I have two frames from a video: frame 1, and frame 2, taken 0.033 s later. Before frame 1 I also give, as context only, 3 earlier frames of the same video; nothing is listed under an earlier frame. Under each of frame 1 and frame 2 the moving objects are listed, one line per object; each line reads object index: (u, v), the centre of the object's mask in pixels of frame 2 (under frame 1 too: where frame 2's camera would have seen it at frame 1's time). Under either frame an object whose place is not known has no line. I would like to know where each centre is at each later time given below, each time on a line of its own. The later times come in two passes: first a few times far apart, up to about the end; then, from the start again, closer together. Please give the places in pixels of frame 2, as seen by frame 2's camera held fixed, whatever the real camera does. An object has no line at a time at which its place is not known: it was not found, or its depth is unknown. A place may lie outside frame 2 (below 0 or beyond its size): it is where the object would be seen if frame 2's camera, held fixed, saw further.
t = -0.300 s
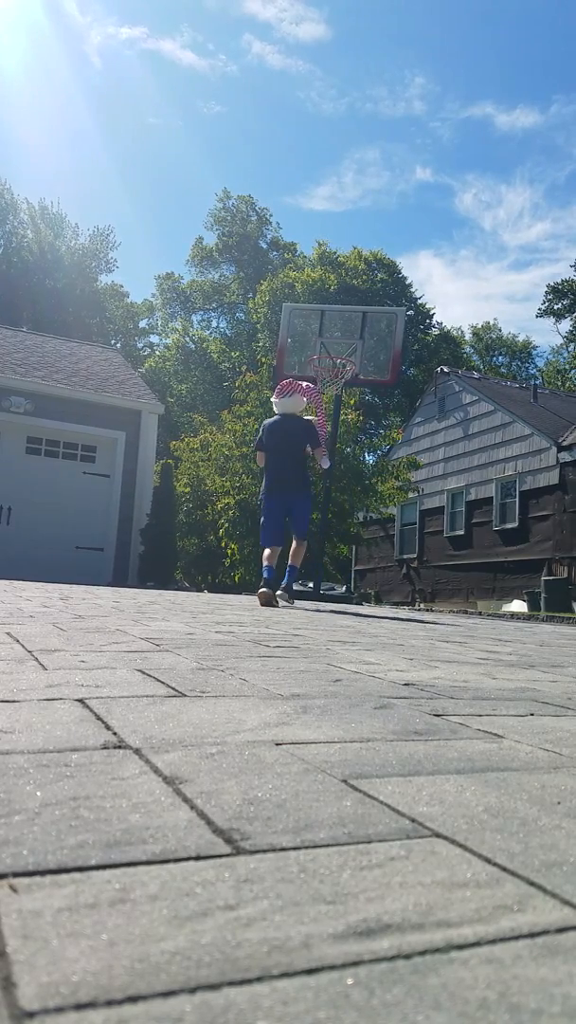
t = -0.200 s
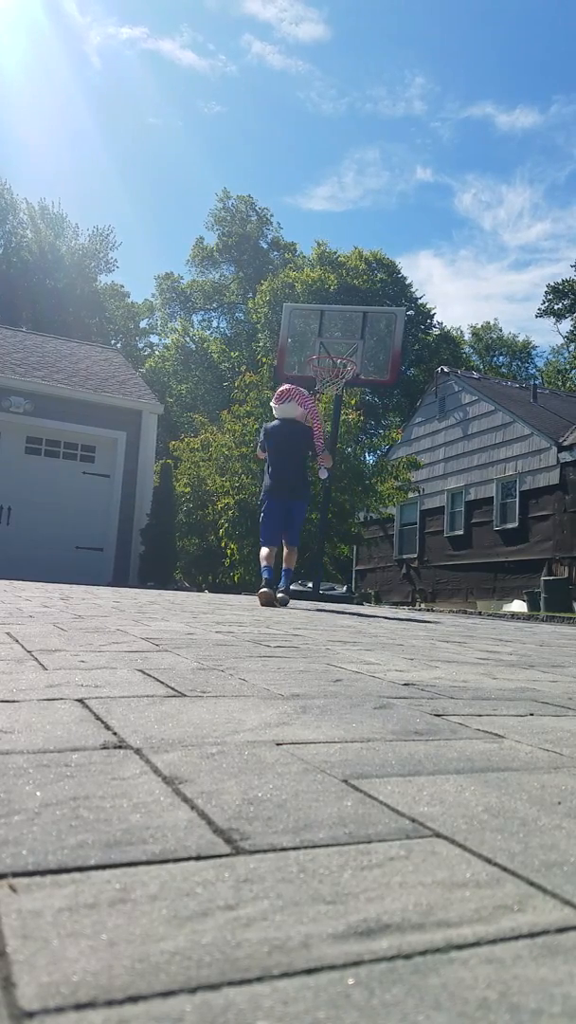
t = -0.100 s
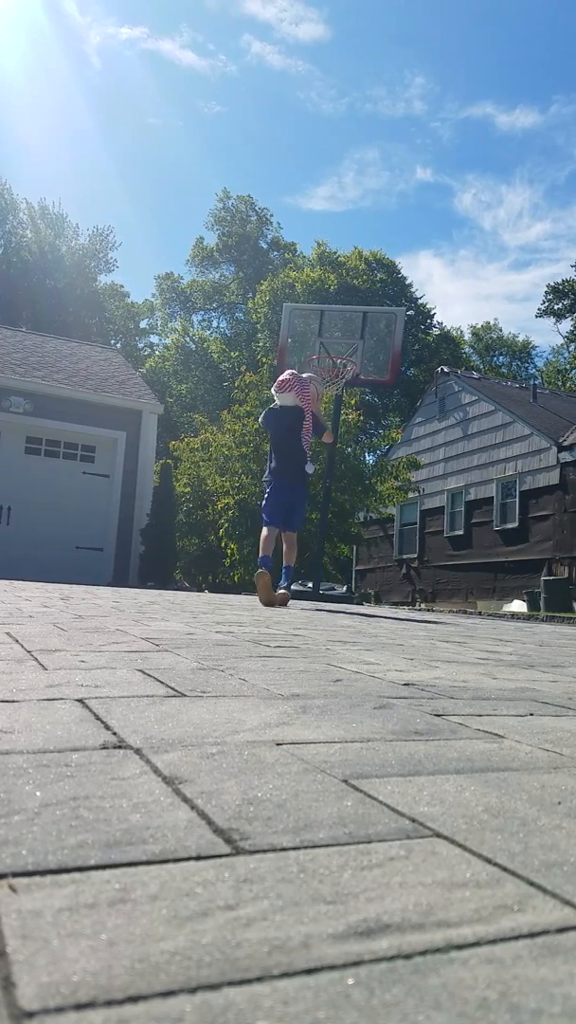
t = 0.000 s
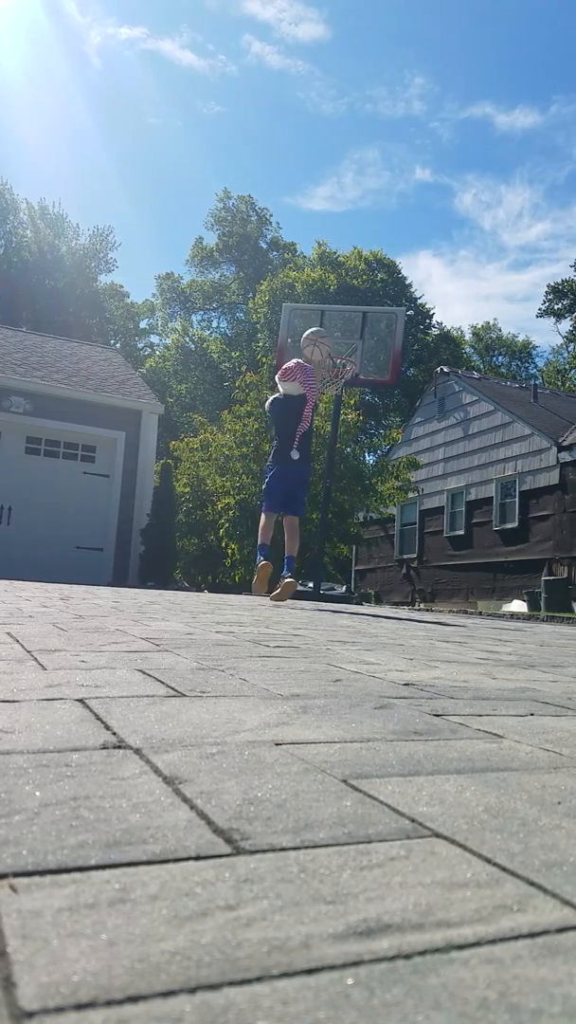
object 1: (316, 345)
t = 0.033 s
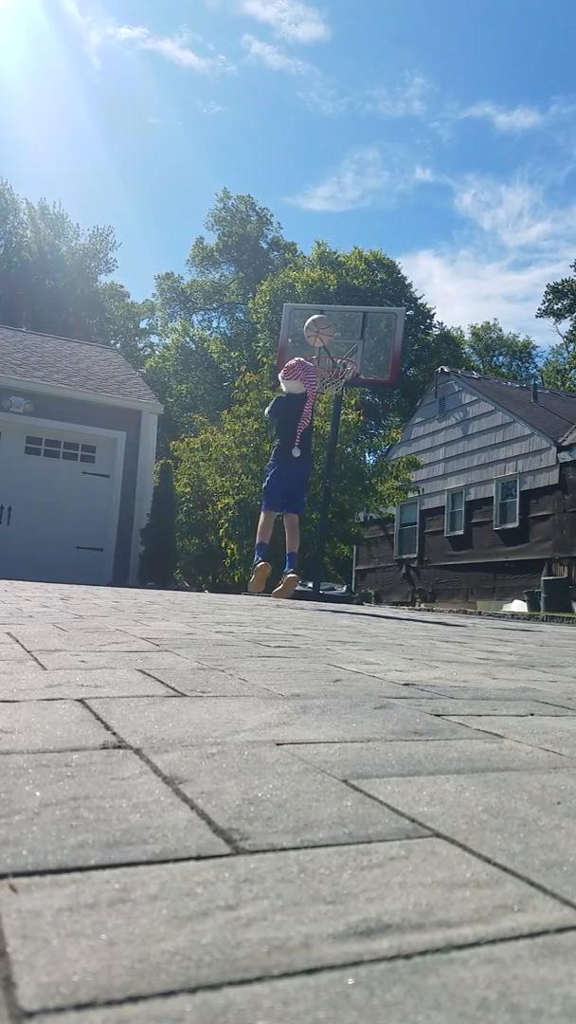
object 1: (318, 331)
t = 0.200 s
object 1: (331, 292)
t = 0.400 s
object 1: (340, 292)
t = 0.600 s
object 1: (342, 330)
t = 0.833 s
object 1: (334, 375)
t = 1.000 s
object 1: (327, 378)
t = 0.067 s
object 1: (321, 319)
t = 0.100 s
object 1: (323, 310)
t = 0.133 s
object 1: (327, 302)
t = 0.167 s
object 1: (329, 296)
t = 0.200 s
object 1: (331, 292)
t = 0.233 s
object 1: (333, 289)
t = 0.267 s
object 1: (335, 288)
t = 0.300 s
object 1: (336, 287)
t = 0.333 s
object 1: (337, 288)
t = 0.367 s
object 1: (338, 290)
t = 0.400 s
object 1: (340, 292)
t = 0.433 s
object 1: (340, 296)
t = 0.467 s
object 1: (341, 300)
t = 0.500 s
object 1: (342, 306)
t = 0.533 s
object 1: (341, 313)
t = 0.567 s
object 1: (341, 322)
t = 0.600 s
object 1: (342, 330)
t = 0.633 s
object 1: (341, 339)
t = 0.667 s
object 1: (343, 348)
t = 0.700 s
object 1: (344, 349)
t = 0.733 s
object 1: (340, 351)
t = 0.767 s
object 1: (338, 363)
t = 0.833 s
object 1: (334, 375)
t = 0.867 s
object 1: (333, 377)
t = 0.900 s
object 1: (332, 377)
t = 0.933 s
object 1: (330, 380)
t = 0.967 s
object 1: (329, 378)
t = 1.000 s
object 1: (327, 378)
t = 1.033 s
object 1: (325, 379)
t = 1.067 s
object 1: (324, 382)
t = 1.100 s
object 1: (323, 383)
